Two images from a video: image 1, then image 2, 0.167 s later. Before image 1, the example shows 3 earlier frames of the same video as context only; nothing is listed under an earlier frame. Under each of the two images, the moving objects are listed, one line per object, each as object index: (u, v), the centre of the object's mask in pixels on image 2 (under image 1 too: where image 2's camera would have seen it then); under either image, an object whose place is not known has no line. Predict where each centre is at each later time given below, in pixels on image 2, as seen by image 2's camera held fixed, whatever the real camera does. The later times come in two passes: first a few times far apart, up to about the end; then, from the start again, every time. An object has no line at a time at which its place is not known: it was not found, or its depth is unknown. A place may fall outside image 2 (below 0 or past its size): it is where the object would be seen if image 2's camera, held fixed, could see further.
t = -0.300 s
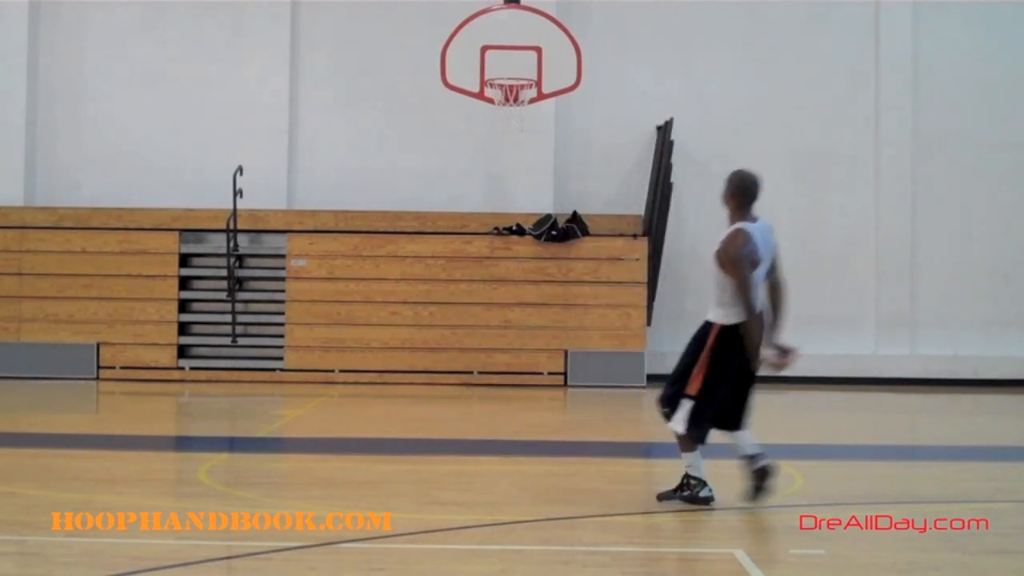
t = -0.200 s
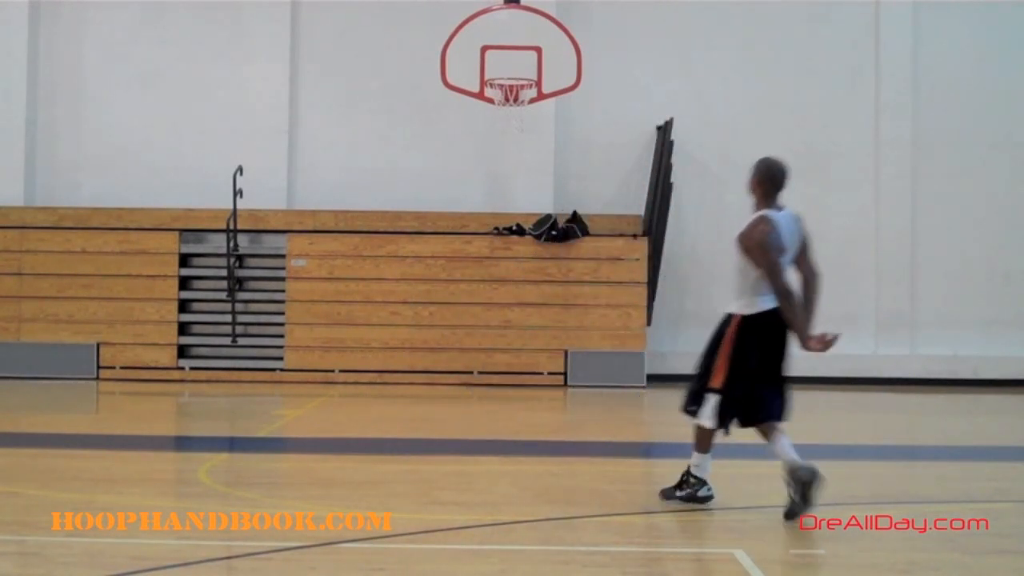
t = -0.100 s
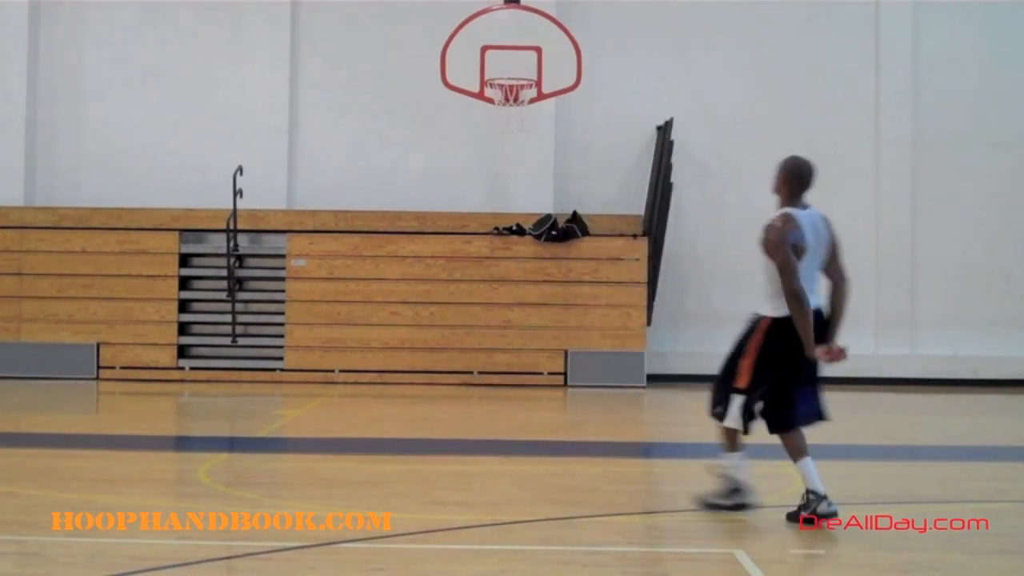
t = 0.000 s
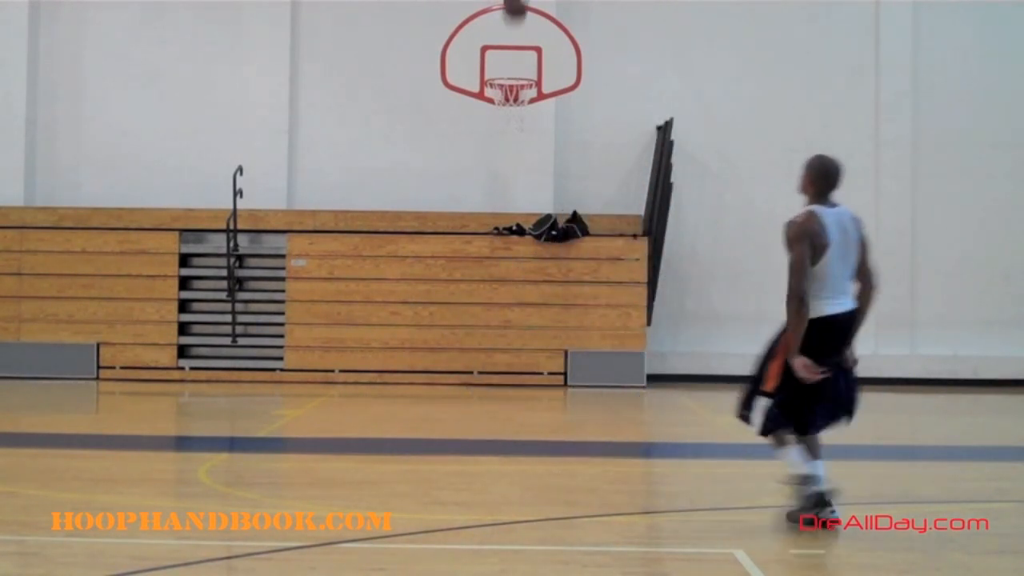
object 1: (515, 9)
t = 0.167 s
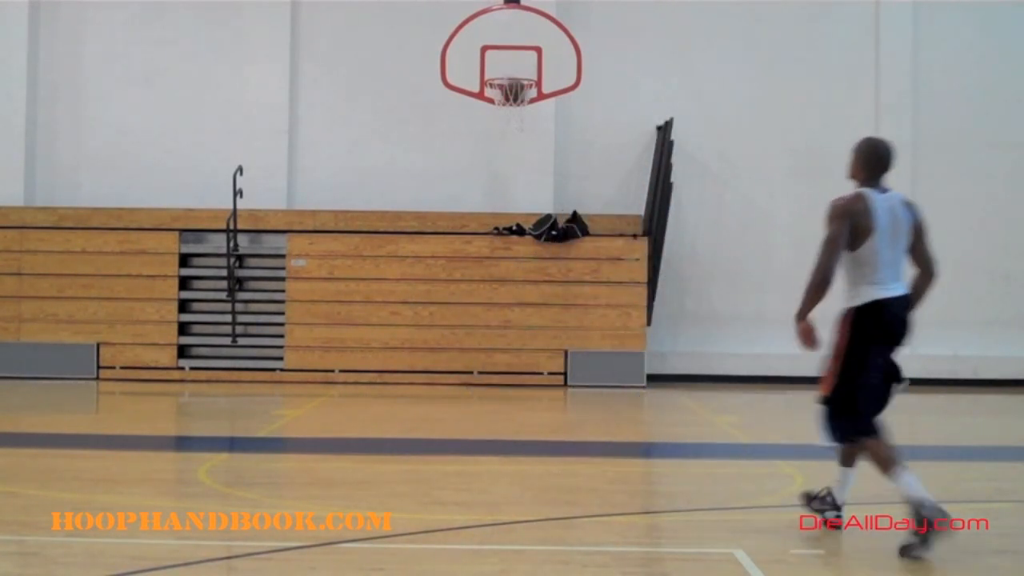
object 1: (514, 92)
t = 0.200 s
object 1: (527, 101)
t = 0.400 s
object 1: (535, 98)
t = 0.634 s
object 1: (525, 128)
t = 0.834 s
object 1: (516, 202)
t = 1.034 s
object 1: (507, 324)
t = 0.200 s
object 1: (527, 101)
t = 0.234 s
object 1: (534, 103)
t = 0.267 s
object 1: (537, 102)
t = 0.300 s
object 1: (537, 100)
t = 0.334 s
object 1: (536, 97)
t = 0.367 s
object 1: (536, 96)
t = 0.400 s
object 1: (535, 98)
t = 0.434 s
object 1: (534, 99)
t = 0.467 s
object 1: (532, 100)
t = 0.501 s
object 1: (531, 103)
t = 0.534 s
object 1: (529, 108)
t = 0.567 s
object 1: (527, 113)
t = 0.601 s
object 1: (526, 121)
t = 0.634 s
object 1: (525, 128)
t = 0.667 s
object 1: (523, 137)
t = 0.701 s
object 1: (522, 148)
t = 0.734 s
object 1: (520, 160)
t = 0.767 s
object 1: (519, 173)
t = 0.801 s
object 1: (517, 187)
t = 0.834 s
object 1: (516, 202)
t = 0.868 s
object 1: (514, 218)
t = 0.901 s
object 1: (513, 237)
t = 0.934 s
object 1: (511, 256)
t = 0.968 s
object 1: (511, 279)
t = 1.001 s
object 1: (509, 301)
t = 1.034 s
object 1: (507, 324)
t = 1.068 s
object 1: (506, 347)
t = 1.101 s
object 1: (505, 373)
